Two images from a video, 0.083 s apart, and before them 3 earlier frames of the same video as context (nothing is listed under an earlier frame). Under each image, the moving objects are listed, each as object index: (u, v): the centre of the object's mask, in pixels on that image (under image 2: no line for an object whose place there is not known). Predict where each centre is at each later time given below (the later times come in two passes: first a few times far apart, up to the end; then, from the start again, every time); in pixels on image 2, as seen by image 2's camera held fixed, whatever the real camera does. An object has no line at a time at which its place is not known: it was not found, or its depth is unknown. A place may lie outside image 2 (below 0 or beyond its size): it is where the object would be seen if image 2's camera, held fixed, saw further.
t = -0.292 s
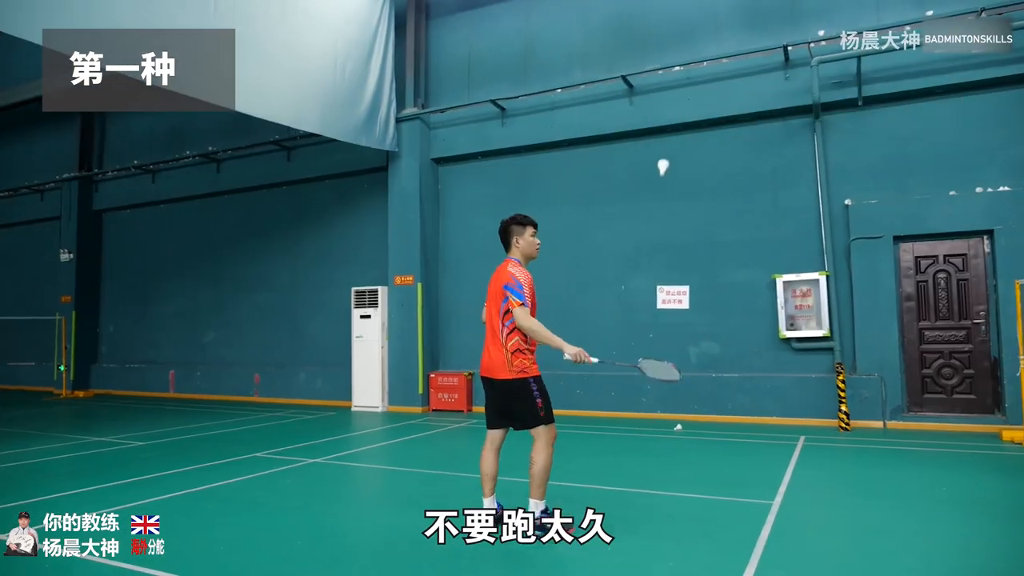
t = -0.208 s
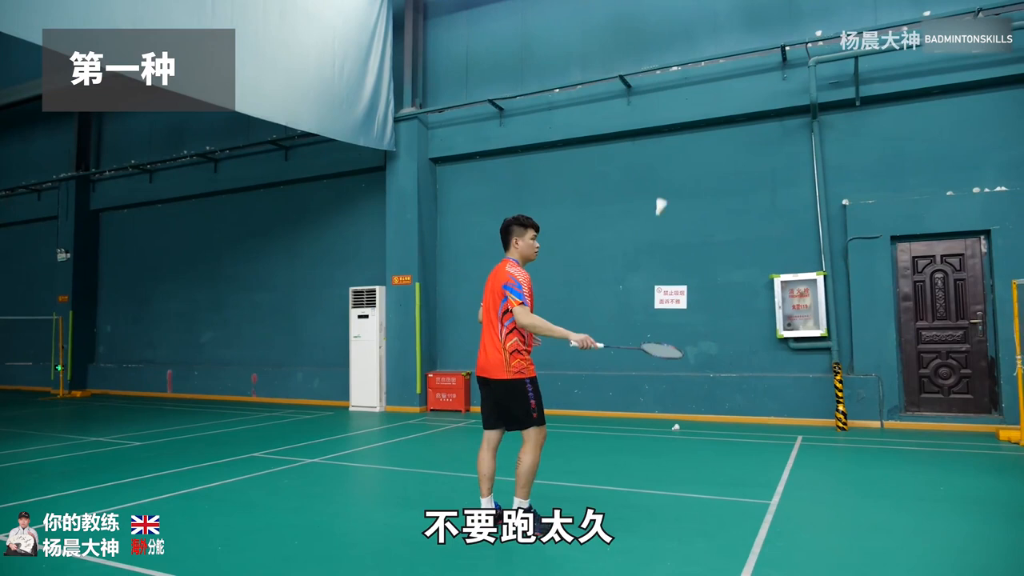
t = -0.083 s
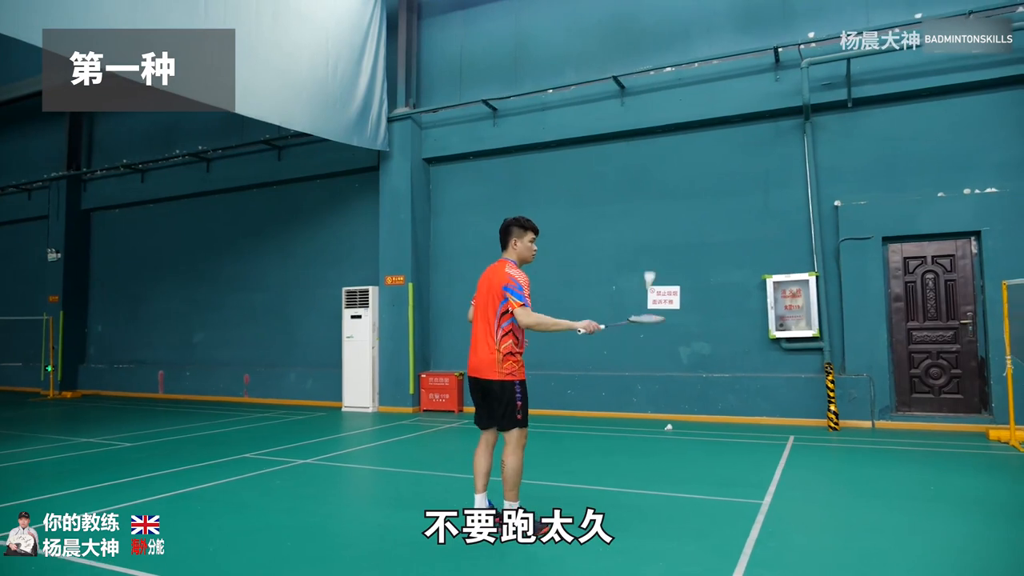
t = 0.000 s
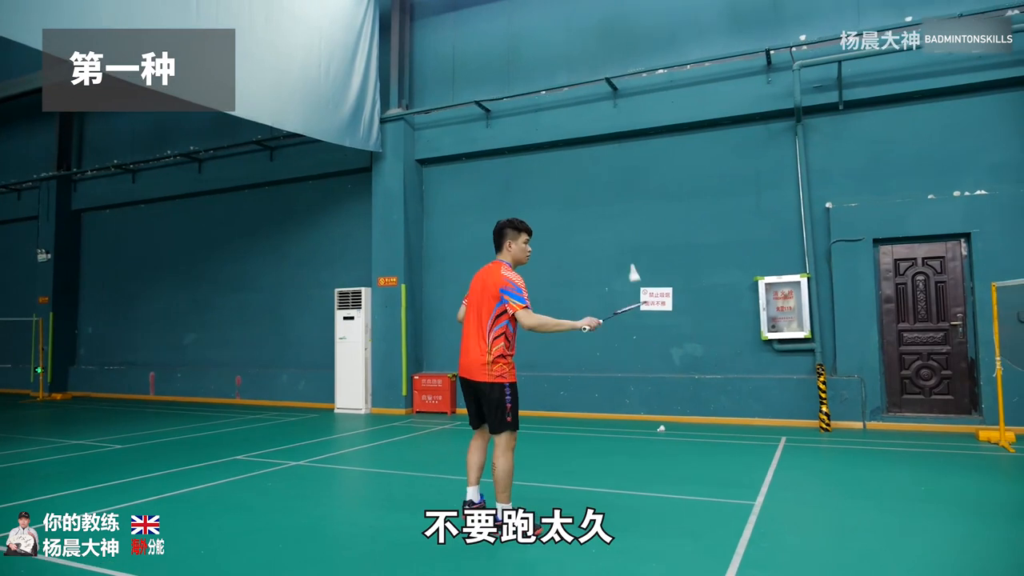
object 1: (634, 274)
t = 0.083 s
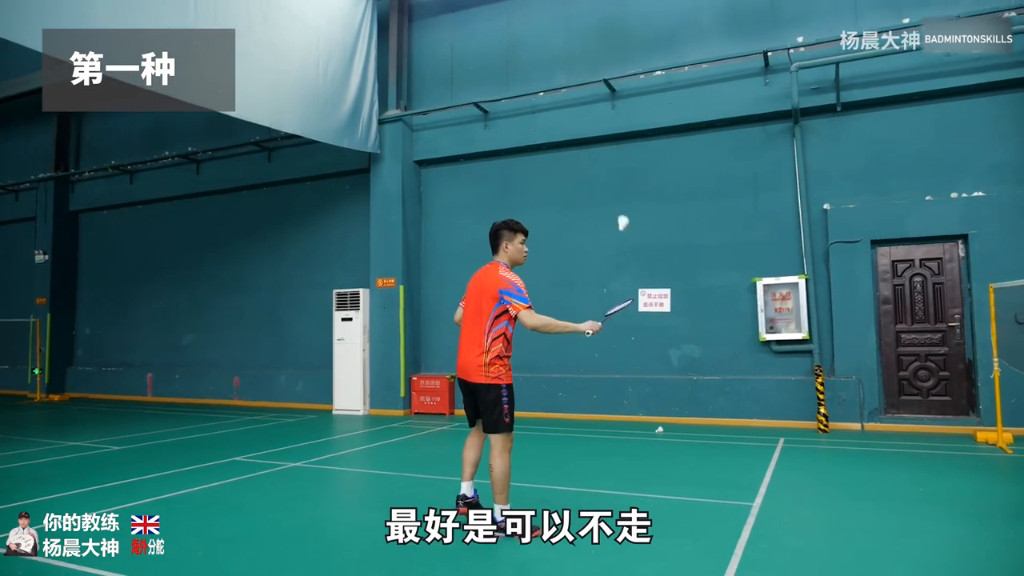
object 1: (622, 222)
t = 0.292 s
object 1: (596, 168)
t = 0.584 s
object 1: (575, 210)
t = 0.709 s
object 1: (561, 266)
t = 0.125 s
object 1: (619, 206)
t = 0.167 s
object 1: (617, 193)
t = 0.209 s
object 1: (612, 185)
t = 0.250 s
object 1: (606, 178)
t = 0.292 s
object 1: (596, 168)
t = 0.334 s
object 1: (591, 165)
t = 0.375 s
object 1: (589, 162)
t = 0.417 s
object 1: (588, 165)
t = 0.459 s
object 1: (585, 172)
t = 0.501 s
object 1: (582, 183)
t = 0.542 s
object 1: (579, 195)
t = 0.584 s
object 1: (575, 210)
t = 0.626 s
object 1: (571, 226)
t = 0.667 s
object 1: (566, 245)
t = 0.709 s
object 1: (561, 266)
